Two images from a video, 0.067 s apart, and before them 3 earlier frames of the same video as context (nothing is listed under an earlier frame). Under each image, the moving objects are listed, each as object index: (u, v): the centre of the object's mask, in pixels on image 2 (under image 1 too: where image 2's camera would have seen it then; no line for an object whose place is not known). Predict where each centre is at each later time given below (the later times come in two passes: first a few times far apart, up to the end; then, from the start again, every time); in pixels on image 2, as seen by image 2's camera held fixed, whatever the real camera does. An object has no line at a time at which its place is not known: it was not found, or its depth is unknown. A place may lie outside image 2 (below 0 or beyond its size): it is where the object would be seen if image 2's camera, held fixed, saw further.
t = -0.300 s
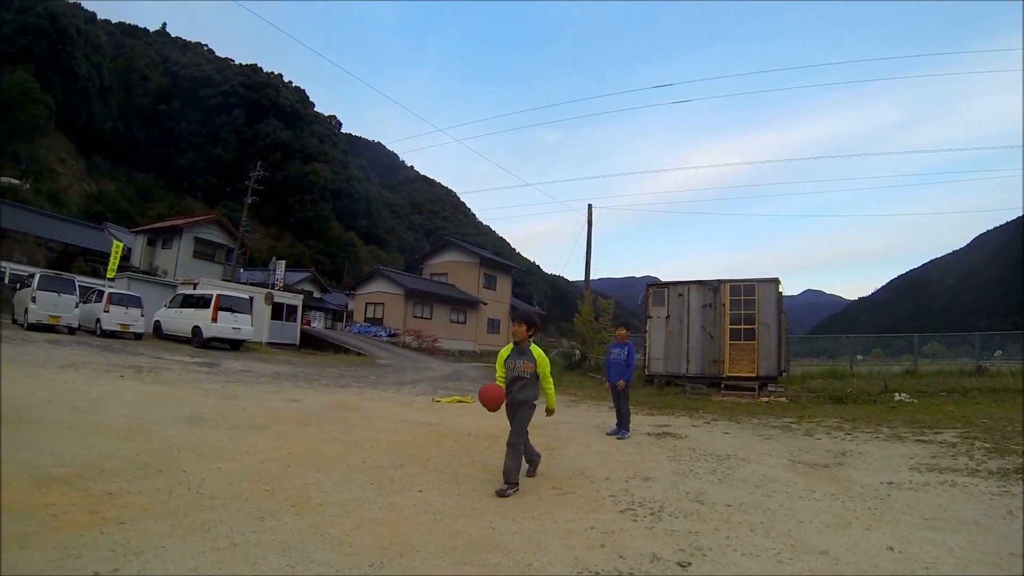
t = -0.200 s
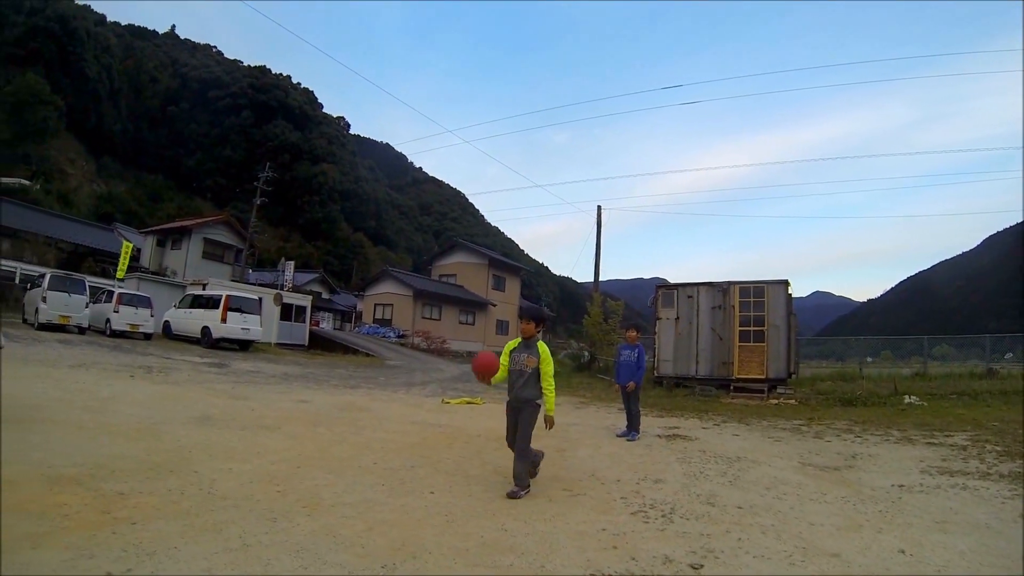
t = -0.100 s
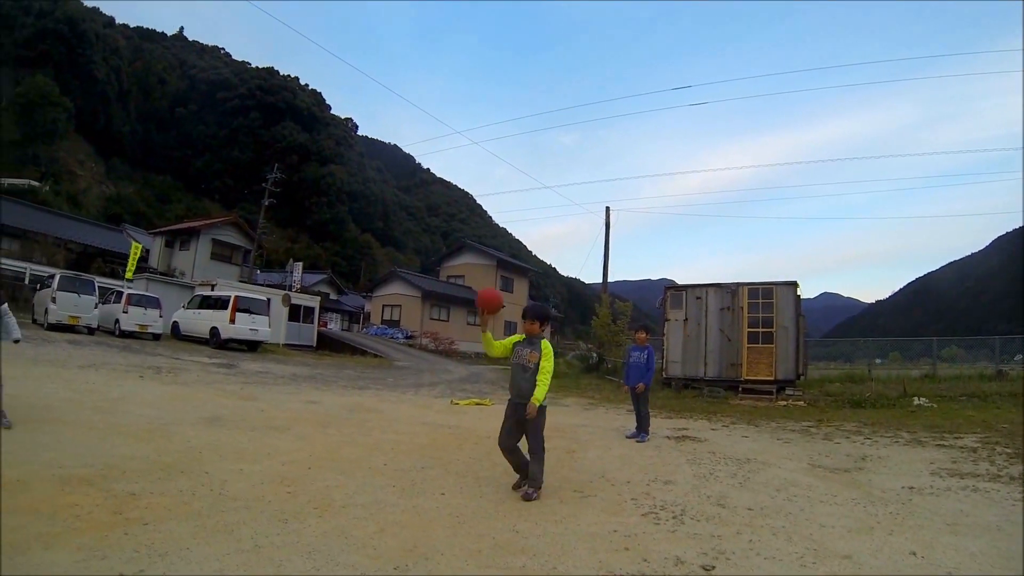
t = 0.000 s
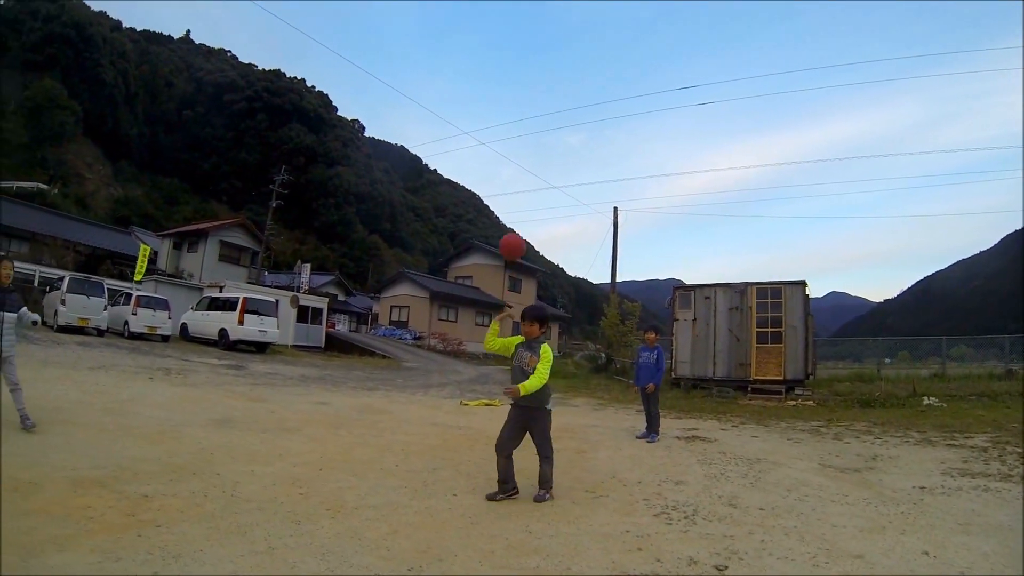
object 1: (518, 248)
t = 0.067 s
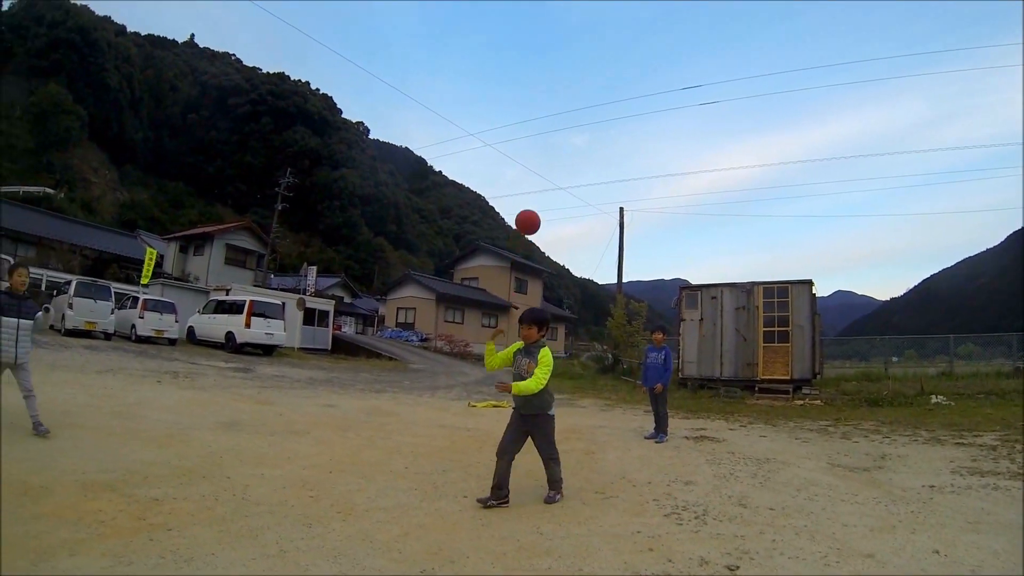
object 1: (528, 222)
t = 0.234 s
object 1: (558, 190)
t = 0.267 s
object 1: (564, 188)
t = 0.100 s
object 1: (533, 212)
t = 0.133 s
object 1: (539, 204)
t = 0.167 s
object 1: (545, 198)
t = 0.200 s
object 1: (551, 193)
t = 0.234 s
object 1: (558, 190)
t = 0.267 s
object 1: (564, 188)
